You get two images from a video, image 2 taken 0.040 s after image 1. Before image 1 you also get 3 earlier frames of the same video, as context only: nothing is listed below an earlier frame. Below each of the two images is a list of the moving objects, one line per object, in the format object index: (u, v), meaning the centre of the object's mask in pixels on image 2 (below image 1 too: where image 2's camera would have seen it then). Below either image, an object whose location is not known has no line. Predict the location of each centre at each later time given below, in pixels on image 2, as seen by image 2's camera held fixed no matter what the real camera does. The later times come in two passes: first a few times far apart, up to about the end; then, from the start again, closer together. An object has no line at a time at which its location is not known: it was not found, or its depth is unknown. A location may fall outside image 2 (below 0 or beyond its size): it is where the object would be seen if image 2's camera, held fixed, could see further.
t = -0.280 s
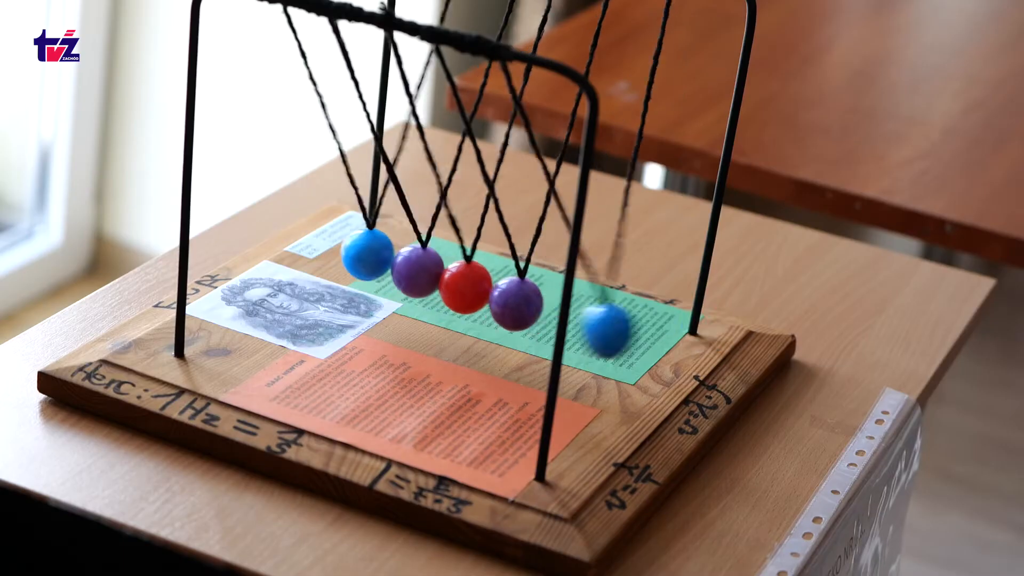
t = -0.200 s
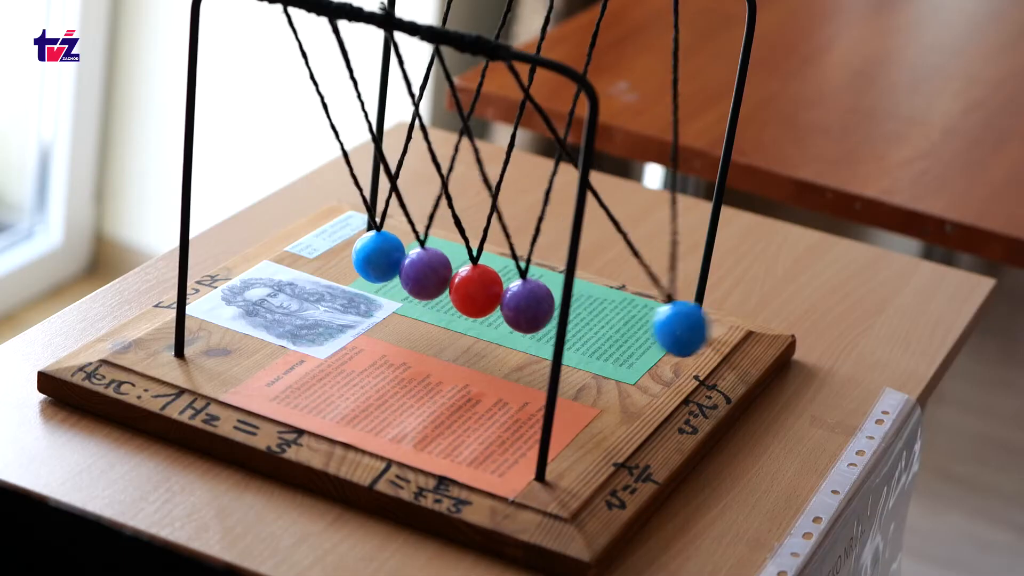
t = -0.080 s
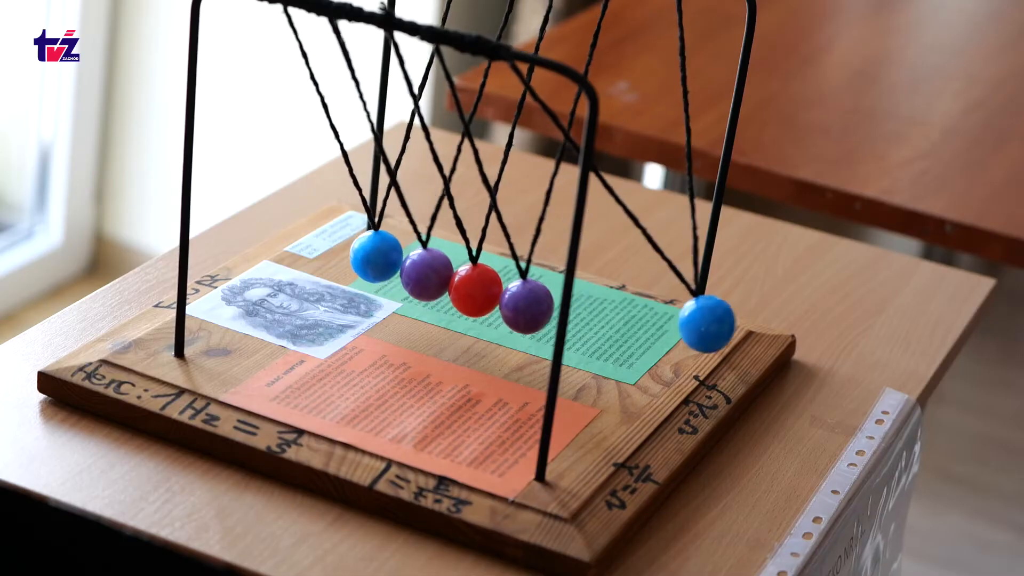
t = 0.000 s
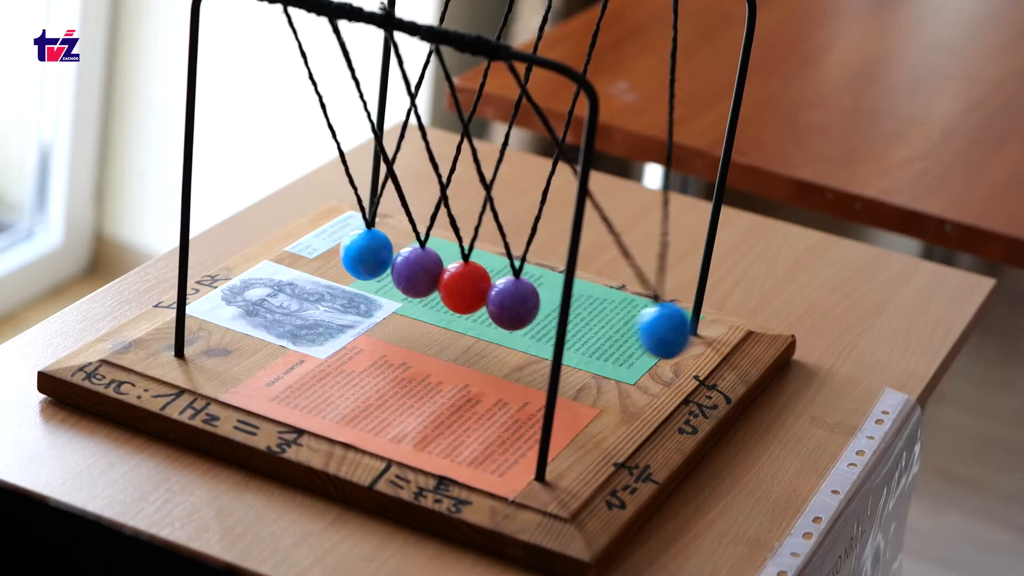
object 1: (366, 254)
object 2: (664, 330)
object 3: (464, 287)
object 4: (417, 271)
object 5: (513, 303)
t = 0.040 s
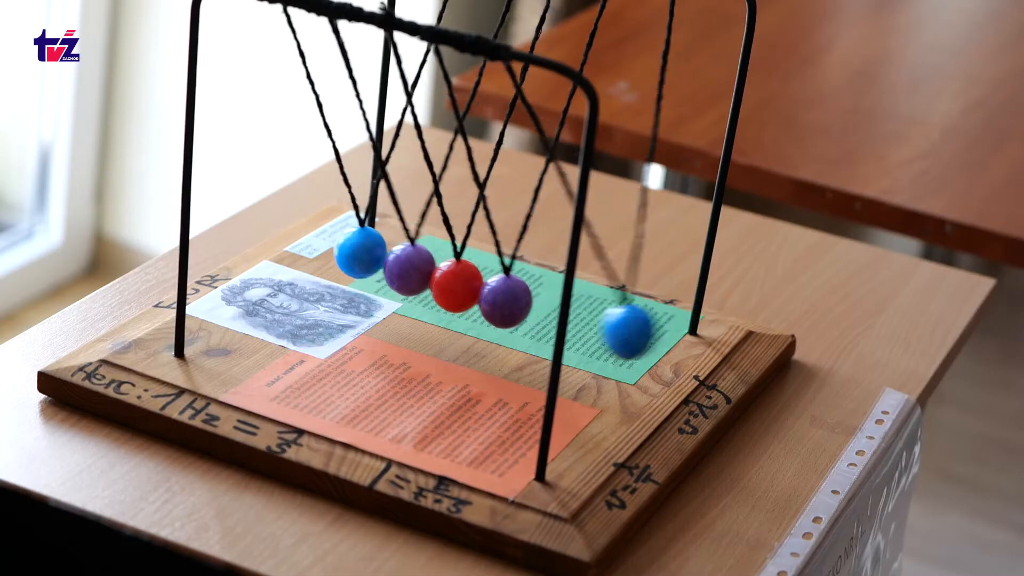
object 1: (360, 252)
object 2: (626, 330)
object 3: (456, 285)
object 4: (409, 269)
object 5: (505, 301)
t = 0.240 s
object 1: (271, 207)
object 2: (516, 305)
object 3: (416, 271)
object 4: (371, 254)
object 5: (466, 287)
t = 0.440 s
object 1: (274, 210)
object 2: (531, 311)
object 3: (429, 277)
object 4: (383, 259)
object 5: (478, 292)
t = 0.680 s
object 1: (389, 258)
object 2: (624, 331)
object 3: (484, 292)
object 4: (436, 276)
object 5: (534, 307)
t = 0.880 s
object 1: (373, 255)
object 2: (619, 331)
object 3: (469, 288)
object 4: (422, 273)
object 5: (518, 304)
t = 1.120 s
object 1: (298, 225)
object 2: (509, 302)
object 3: (410, 268)
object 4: (365, 251)
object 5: (459, 284)
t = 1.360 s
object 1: (319, 235)
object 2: (538, 314)
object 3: (436, 279)
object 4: (390, 262)
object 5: (485, 294)
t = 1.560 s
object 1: (393, 259)
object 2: (604, 330)
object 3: (488, 292)
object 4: (440, 277)
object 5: (536, 308)
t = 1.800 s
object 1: (362, 252)
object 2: (584, 326)
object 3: (458, 286)
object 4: (411, 269)
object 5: (507, 301)
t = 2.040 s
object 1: (305, 229)
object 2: (504, 299)
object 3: (406, 266)
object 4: (361, 249)
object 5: (455, 281)
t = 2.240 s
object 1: (334, 242)
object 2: (537, 314)
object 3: (439, 280)
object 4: (392, 263)
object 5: (488, 295)
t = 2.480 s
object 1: (397, 260)
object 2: (598, 329)
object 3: (493, 293)
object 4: (444, 278)
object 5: (540, 308)
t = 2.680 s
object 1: (361, 252)
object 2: (568, 322)
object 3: (455, 285)
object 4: (409, 269)
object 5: (504, 300)
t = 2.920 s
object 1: (314, 233)
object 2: (503, 299)
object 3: (405, 266)
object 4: (361, 249)
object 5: (454, 281)
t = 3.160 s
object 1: (357, 251)
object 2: (552, 318)
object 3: (454, 285)
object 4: (407, 268)
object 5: (503, 300)
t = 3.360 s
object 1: (397, 260)
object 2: (594, 329)
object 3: (491, 293)
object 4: (443, 278)
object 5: (539, 308)
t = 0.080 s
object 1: (354, 250)
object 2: (587, 326)
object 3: (447, 283)
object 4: (400, 266)
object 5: (497, 298)
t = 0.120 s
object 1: (347, 248)
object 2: (539, 314)
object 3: (439, 280)
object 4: (393, 263)
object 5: (488, 295)
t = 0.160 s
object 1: (319, 235)
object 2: (527, 310)
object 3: (429, 277)
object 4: (383, 259)
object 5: (479, 292)
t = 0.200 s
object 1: (291, 220)
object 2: (521, 307)
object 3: (422, 274)
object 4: (376, 256)
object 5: (472, 289)
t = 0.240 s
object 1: (271, 207)
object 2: (516, 305)
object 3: (416, 271)
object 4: (371, 254)
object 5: (466, 287)
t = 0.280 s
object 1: (256, 196)
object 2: (514, 304)
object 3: (414, 270)
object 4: (368, 252)
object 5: (464, 286)
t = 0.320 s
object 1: (249, 191)
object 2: (515, 304)
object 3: (414, 270)
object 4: (368, 252)
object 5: (464, 286)
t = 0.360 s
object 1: (249, 191)
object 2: (518, 306)
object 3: (416, 271)
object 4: (370, 254)
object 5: (466, 287)
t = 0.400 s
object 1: (258, 198)
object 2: (523, 308)
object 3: (421, 274)
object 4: (376, 256)
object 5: (471, 289)
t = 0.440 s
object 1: (274, 210)
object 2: (531, 311)
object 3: (429, 277)
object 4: (383, 259)
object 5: (478, 292)
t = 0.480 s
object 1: (296, 223)
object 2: (538, 314)
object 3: (438, 280)
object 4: (391, 263)
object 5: (487, 295)
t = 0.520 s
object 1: (326, 238)
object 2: (543, 317)
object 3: (448, 283)
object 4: (401, 266)
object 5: (497, 299)
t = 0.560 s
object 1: (359, 251)
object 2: (558, 321)
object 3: (458, 286)
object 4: (410, 269)
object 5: (507, 302)
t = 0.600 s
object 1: (375, 255)
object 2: (584, 326)
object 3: (469, 288)
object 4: (421, 273)
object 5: (519, 305)
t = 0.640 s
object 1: (383, 257)
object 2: (604, 329)
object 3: (478, 291)
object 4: (430, 275)
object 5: (527, 306)
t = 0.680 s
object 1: (389, 258)
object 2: (624, 331)
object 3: (484, 292)
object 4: (436, 276)
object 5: (534, 307)
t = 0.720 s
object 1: (392, 259)
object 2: (639, 332)
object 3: (488, 292)
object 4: (439, 277)
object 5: (536, 308)
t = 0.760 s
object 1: (392, 259)
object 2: (646, 332)
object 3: (488, 292)
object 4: (439, 277)
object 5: (536, 308)
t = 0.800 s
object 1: (388, 258)
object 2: (645, 332)
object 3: (484, 292)
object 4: (436, 276)
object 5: (533, 307)
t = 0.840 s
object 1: (381, 257)
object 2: (636, 332)
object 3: (478, 290)
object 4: (430, 275)
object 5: (527, 306)
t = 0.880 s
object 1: (373, 255)
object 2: (619, 331)
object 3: (469, 288)
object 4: (422, 273)
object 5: (518, 304)
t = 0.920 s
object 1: (364, 253)
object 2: (597, 328)
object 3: (458, 286)
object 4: (411, 270)
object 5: (508, 302)
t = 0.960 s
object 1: (354, 250)
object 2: (573, 323)
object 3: (447, 283)
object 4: (401, 266)
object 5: (496, 298)
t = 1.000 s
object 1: (344, 246)
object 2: (541, 315)
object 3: (436, 279)
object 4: (390, 262)
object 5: (485, 294)
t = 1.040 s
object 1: (332, 241)
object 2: (522, 308)
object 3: (426, 275)
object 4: (380, 258)
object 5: (474, 290)
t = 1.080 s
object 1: (313, 233)
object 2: (515, 304)
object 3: (417, 271)
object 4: (371, 254)
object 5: (465, 287)
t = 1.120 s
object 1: (298, 225)
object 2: (509, 302)
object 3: (410, 268)
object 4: (365, 251)
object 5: (459, 284)
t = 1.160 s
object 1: (288, 219)
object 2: (507, 301)
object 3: (407, 267)
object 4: (362, 250)
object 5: (456, 282)
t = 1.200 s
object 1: (284, 217)
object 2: (508, 301)
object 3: (407, 267)
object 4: (362, 250)
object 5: (456, 282)
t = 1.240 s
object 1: (285, 217)
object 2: (512, 303)
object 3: (411, 268)
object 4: (365, 251)
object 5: (459, 284)
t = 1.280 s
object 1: (291, 221)
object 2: (519, 306)
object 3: (417, 271)
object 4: (371, 254)
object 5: (466, 287)
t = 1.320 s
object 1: (303, 227)
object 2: (529, 310)
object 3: (425, 275)
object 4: (380, 258)
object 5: (474, 290)
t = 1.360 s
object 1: (319, 235)
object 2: (538, 314)
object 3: (436, 279)
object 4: (390, 262)
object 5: (485, 294)
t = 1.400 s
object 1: (339, 244)
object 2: (549, 318)
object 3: (448, 283)
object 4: (401, 266)
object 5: (497, 298)
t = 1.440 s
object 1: (360, 252)
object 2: (558, 321)
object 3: (460, 286)
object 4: (413, 270)
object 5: (509, 302)
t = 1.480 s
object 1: (378, 256)
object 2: (576, 325)
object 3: (472, 289)
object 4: (424, 273)
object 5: (522, 305)
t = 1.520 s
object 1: (387, 258)
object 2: (591, 328)
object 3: (481, 291)
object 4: (433, 276)
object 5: (533, 307)
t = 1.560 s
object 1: (393, 259)
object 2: (604, 330)
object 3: (488, 292)
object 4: (440, 277)
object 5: (536, 308)
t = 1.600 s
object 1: (396, 260)
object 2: (614, 331)
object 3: (491, 293)
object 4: (443, 278)
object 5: (538, 308)
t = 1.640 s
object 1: (395, 260)
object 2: (617, 331)
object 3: (491, 293)
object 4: (442, 277)
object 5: (538, 308)
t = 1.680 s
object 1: (390, 259)
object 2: (616, 331)
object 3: (487, 292)
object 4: (439, 277)
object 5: (535, 308)
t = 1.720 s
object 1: (383, 257)
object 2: (608, 330)
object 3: (479, 291)
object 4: (432, 275)
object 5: (528, 306)
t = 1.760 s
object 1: (373, 255)
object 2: (596, 328)
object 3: (469, 288)
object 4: (422, 273)
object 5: (519, 304)
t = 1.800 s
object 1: (362, 252)
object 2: (584, 326)
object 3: (458, 286)
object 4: (411, 269)
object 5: (507, 301)
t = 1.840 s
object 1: (351, 249)
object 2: (558, 320)
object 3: (445, 282)
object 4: (399, 265)
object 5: (494, 297)
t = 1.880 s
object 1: (340, 245)
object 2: (539, 315)
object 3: (434, 278)
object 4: (388, 261)
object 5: (482, 293)
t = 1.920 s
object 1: (330, 241)
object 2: (523, 308)
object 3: (423, 274)
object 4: (378, 257)
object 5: (472, 289)
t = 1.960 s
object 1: (321, 237)
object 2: (511, 303)
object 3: (414, 270)
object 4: (368, 253)
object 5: (463, 285)
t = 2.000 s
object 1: (311, 232)
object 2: (506, 300)
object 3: (408, 267)
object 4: (363, 250)
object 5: (457, 282)
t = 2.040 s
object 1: (305, 229)
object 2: (504, 299)
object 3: (406, 266)
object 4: (361, 249)
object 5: (455, 281)
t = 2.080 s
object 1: (304, 228)
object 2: (505, 300)
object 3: (406, 267)
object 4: (362, 249)
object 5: (455, 282)
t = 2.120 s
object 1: (305, 229)
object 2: (510, 302)
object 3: (411, 269)
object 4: (365, 251)
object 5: (459, 284)
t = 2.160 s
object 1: (311, 232)
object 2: (517, 305)
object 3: (417, 272)
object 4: (372, 254)
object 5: (466, 287)
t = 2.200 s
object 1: (321, 237)
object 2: (528, 310)
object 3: (427, 275)
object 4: (381, 258)
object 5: (476, 291)
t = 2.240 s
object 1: (334, 242)
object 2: (537, 314)
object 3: (439, 280)
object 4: (392, 263)
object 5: (488, 295)
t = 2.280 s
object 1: (350, 248)
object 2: (551, 318)
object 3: (451, 284)
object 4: (404, 267)
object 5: (500, 299)
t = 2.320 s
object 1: (365, 253)
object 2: (569, 322)
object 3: (463, 287)
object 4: (416, 271)
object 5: (512, 303)
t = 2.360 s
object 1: (379, 256)
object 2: (584, 326)
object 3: (474, 289)
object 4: (427, 274)
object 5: (522, 305)
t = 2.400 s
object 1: (388, 258)
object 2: (588, 327)
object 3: (483, 292)
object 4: (435, 276)
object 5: (534, 307)
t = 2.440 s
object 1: (394, 259)
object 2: (593, 328)
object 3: (490, 293)
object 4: (441, 277)
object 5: (539, 308)
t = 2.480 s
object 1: (397, 260)
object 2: (598, 329)
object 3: (493, 293)
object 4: (444, 278)
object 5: (540, 308)
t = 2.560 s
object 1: (391, 259)
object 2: (595, 329)
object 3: (487, 292)
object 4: (438, 277)
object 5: (535, 308)
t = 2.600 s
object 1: (383, 257)
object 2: (589, 328)
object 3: (478, 291)
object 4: (430, 275)
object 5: (528, 306)
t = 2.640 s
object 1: (373, 255)
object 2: (583, 326)
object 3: (468, 288)
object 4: (420, 272)
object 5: (517, 304)
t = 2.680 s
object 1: (361, 252)
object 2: (568, 322)
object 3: (455, 285)
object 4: (409, 269)
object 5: (504, 300)
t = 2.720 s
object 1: (350, 249)
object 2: (543, 317)
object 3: (443, 281)
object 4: (396, 264)
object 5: (492, 297)
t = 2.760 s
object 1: (338, 244)
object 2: (535, 313)
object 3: (431, 277)
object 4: (385, 260)
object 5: (480, 292)
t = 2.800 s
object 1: (328, 240)
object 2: (523, 308)
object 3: (421, 273)
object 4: (375, 255)
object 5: (470, 288)
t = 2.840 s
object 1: (320, 237)
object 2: (512, 303)
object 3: (412, 269)
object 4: (368, 252)
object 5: (461, 285)
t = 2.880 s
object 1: (316, 235)
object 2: (505, 299)
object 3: (407, 267)
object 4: (362, 250)
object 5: (456, 282)
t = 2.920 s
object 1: (314, 233)
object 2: (503, 299)
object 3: (405, 266)
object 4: (361, 249)
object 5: (454, 281)
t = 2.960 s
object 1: (314, 233)
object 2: (505, 299)
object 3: (407, 267)
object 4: (362, 249)
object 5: (456, 282)
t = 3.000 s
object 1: (317, 235)
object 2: (510, 302)
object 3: (412, 269)
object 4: (367, 252)
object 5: (460, 284)
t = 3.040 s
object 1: (324, 238)
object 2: (518, 306)
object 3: (420, 273)
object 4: (374, 255)
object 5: (468, 288)
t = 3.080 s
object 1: (333, 242)
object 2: (529, 310)
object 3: (430, 277)
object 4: (384, 260)
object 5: (479, 292)
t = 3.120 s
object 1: (345, 247)
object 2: (538, 315)
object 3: (442, 281)
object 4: (395, 264)
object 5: (491, 296)
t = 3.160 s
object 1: (357, 251)
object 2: (552, 318)
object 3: (454, 285)
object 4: (407, 268)
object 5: (503, 300)
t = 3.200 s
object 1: (369, 254)
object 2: (568, 323)
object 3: (466, 288)
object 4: (419, 272)
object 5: (515, 303)
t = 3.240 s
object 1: (380, 257)
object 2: (584, 326)
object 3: (477, 290)
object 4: (429, 275)
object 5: (525, 306)
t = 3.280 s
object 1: (390, 258)
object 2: (589, 328)
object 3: (485, 292)
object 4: (437, 276)
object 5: (533, 307)
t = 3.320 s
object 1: (396, 260)
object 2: (593, 328)
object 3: (490, 293)
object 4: (442, 277)
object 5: (537, 308)
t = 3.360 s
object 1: (397, 260)
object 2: (594, 329)
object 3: (491, 293)
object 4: (443, 278)
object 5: (539, 308)
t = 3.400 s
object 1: (395, 260)
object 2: (592, 328)
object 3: (489, 293)
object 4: (441, 277)
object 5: (538, 308)
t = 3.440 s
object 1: (390, 259)
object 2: (588, 327)
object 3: (484, 292)
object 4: (436, 276)
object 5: (534, 307)
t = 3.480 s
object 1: (381, 257)
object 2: (583, 326)
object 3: (476, 290)
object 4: (429, 274)
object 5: (526, 306)
